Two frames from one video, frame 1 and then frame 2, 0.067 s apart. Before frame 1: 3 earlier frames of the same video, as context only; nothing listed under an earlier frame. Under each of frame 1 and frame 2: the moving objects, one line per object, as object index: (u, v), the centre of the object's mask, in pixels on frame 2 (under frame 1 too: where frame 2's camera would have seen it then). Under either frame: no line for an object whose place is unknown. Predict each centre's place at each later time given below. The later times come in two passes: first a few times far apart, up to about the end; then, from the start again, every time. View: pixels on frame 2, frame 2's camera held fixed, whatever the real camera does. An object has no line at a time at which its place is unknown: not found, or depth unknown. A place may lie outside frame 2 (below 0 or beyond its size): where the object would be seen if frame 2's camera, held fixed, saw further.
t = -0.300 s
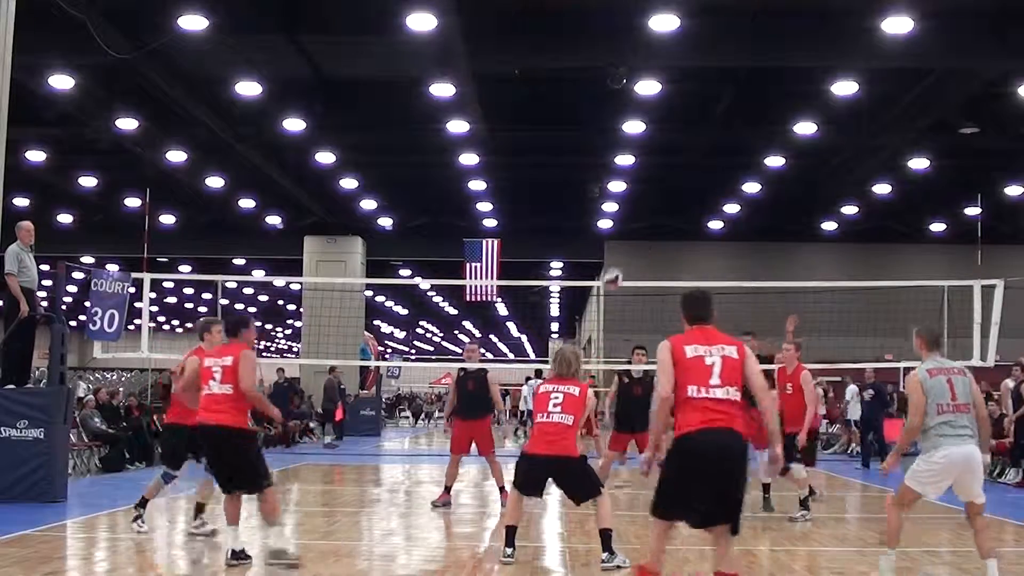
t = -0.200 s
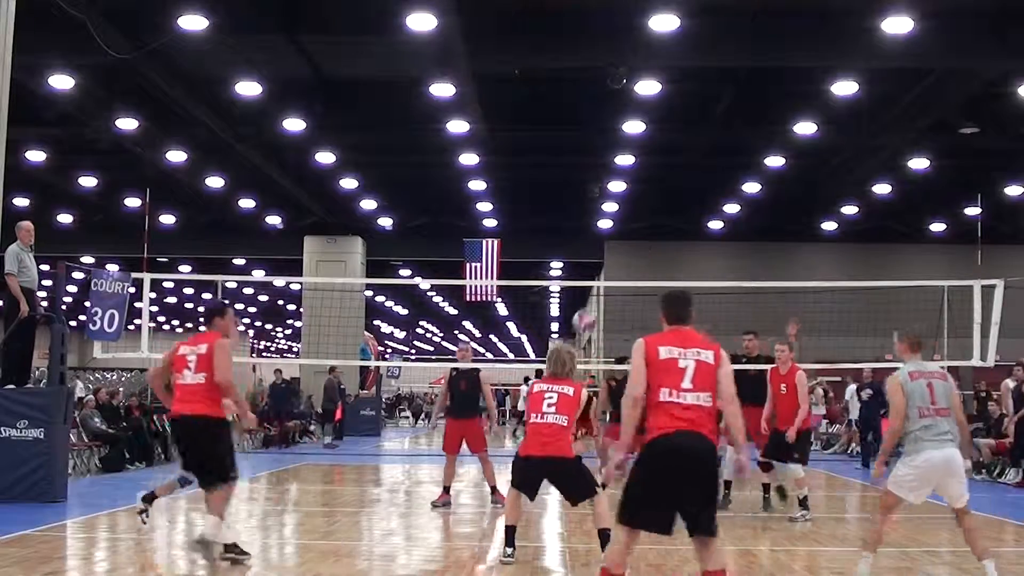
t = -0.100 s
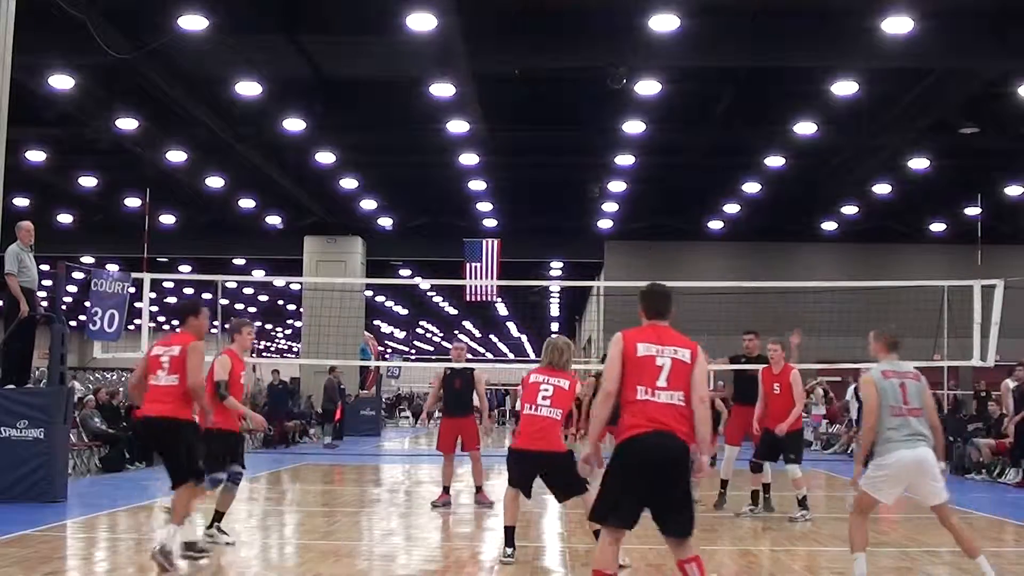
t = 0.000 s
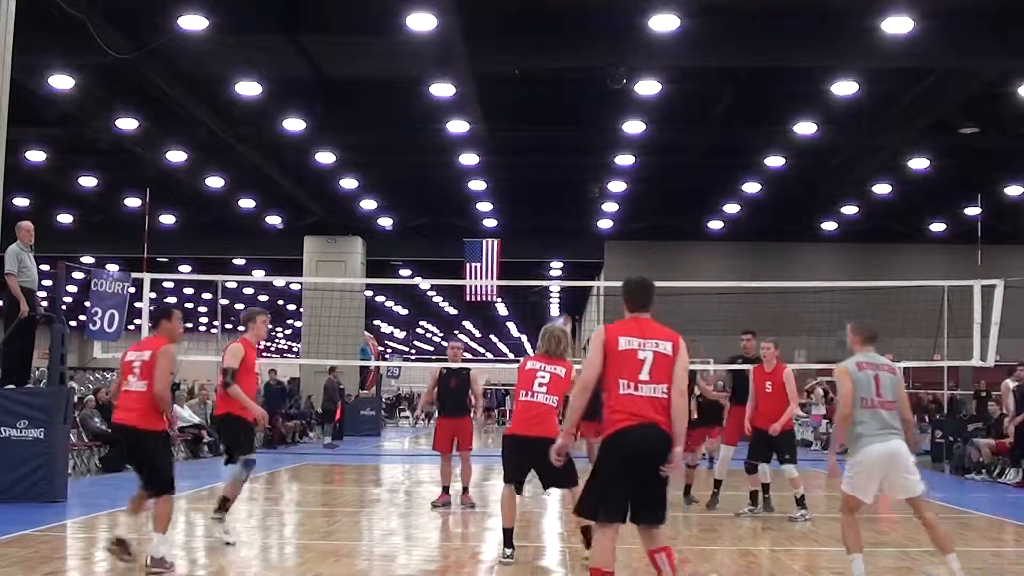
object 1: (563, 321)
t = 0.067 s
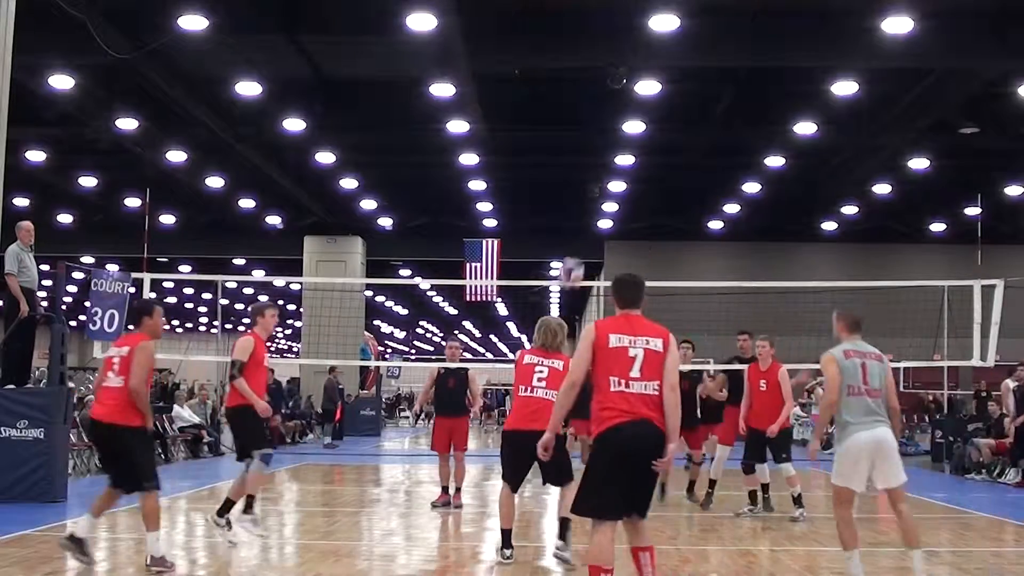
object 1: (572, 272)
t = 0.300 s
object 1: (611, 130)
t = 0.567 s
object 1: (652, 54)
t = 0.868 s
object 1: (692, 66)
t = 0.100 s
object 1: (577, 246)
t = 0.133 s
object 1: (584, 223)
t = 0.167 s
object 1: (589, 200)
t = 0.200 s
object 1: (595, 181)
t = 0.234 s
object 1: (600, 162)
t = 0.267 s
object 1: (606, 145)
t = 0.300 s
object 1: (611, 130)
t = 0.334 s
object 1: (616, 114)
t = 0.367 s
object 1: (622, 101)
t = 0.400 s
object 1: (625, 89)
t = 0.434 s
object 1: (631, 80)
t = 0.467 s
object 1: (637, 72)
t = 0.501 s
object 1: (643, 65)
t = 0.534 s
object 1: (647, 59)
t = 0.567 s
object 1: (652, 54)
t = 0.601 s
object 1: (657, 51)
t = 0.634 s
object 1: (661, 48)
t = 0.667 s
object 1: (665, 48)
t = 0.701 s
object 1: (670, 48)
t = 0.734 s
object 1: (675, 49)
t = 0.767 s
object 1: (679, 51)
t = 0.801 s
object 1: (684, 55)
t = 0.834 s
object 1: (688, 60)
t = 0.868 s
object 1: (692, 66)
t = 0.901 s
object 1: (697, 72)
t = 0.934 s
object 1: (701, 80)
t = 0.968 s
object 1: (705, 89)
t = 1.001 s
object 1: (709, 99)
